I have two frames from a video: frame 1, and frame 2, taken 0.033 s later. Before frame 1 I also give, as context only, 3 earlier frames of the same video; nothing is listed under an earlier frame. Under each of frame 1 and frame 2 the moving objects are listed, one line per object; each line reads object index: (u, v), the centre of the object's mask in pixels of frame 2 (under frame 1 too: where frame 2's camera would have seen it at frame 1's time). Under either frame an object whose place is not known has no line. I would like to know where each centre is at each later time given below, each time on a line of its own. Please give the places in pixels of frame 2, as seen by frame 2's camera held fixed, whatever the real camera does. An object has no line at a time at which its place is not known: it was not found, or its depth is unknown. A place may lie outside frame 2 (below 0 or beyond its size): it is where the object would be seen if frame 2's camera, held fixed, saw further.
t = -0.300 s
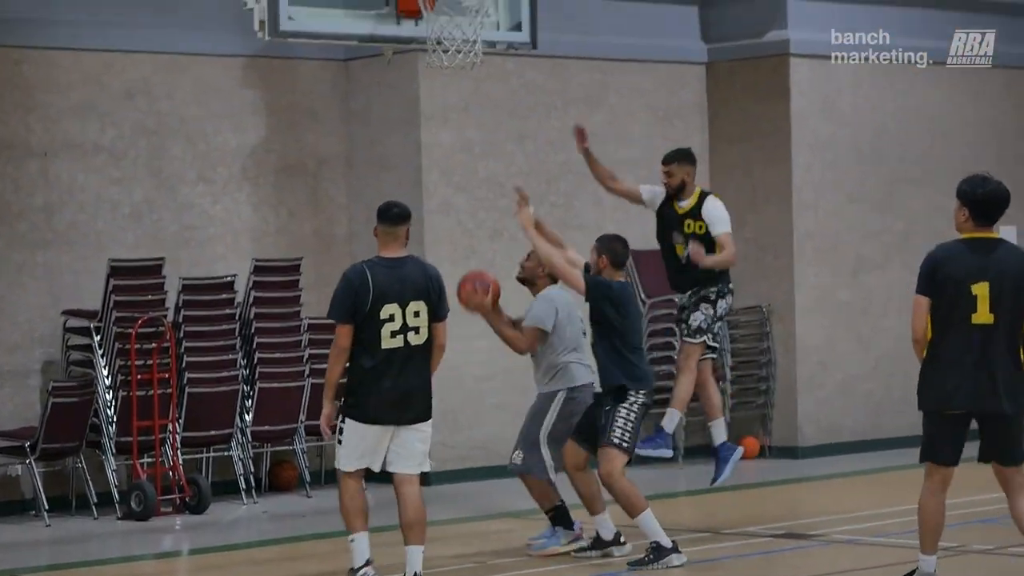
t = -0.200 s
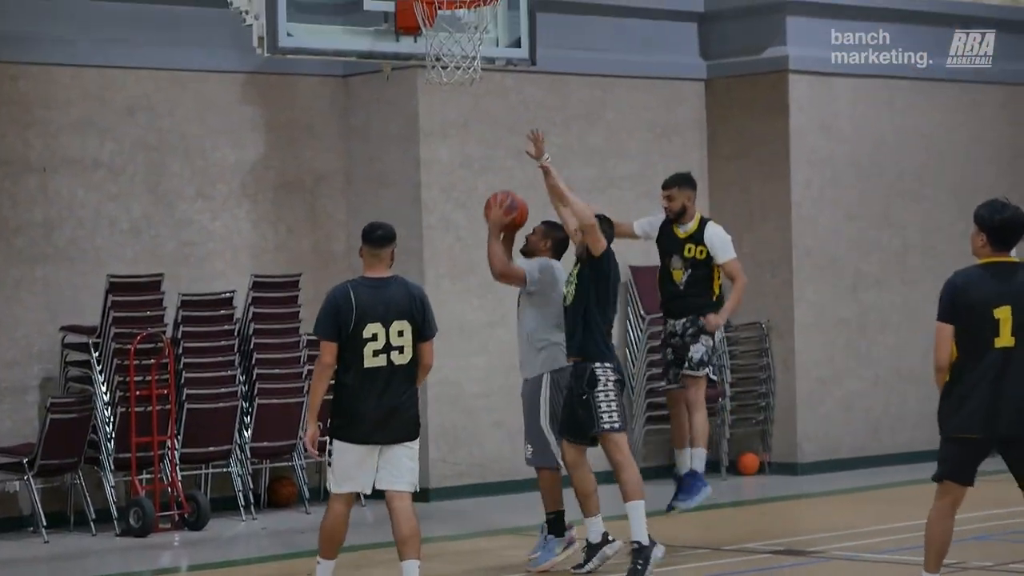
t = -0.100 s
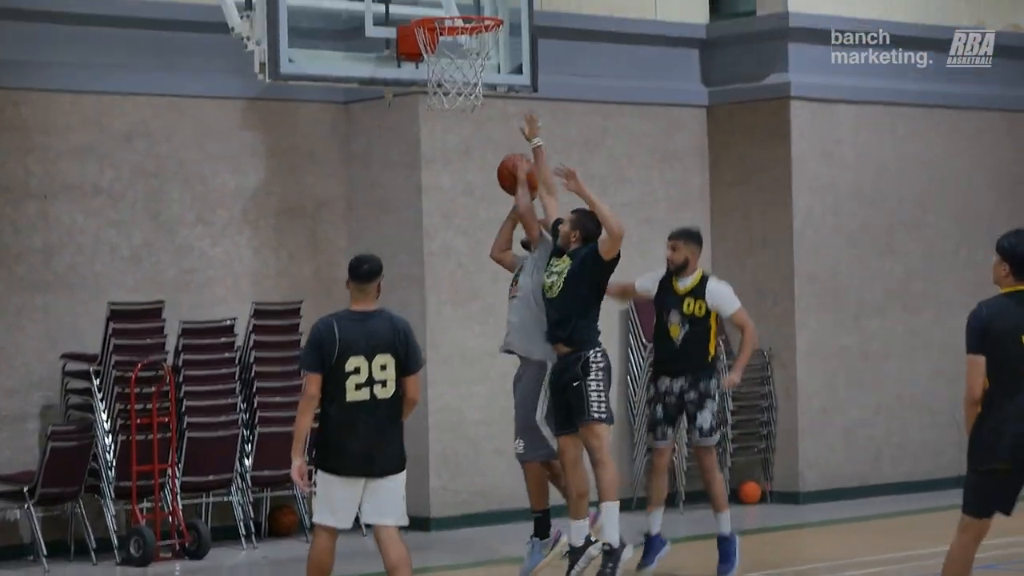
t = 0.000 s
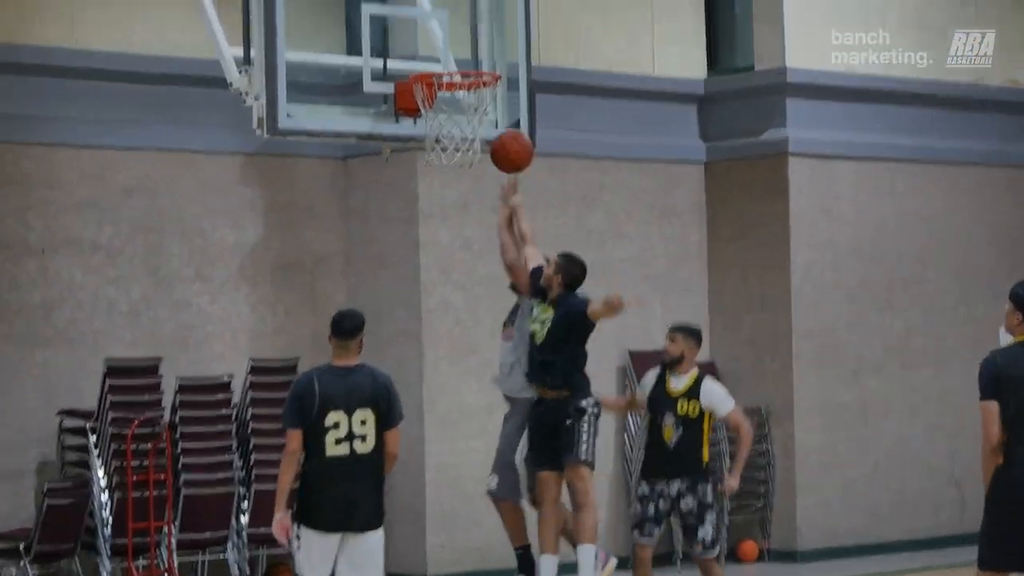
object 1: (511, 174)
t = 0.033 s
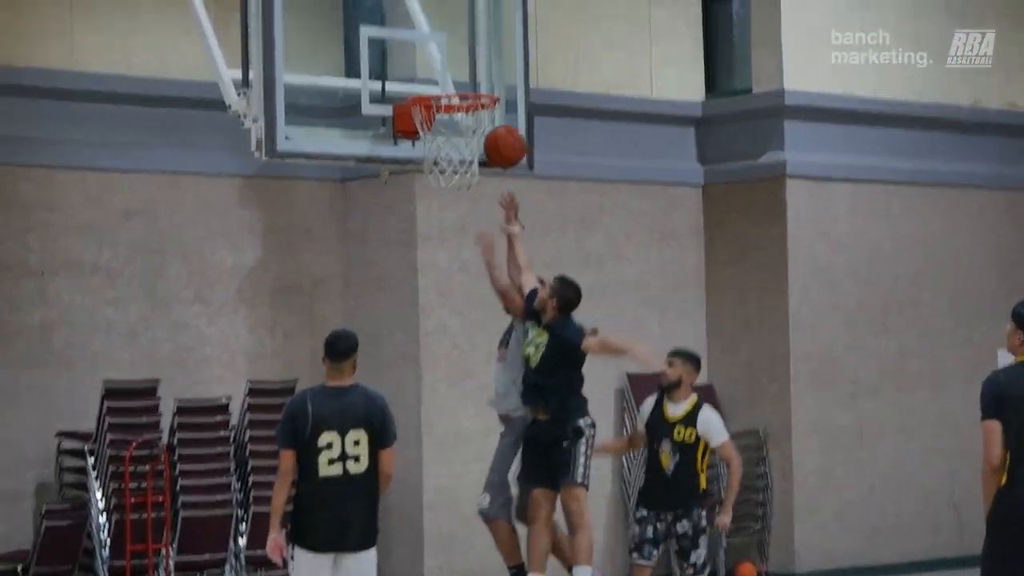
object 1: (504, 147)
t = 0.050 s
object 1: (503, 135)
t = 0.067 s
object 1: (504, 124)
